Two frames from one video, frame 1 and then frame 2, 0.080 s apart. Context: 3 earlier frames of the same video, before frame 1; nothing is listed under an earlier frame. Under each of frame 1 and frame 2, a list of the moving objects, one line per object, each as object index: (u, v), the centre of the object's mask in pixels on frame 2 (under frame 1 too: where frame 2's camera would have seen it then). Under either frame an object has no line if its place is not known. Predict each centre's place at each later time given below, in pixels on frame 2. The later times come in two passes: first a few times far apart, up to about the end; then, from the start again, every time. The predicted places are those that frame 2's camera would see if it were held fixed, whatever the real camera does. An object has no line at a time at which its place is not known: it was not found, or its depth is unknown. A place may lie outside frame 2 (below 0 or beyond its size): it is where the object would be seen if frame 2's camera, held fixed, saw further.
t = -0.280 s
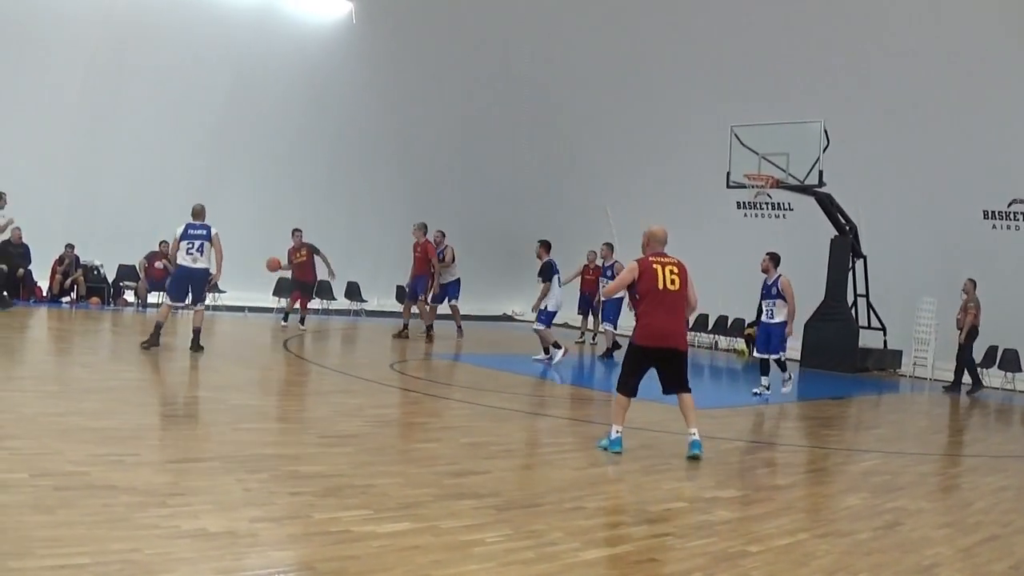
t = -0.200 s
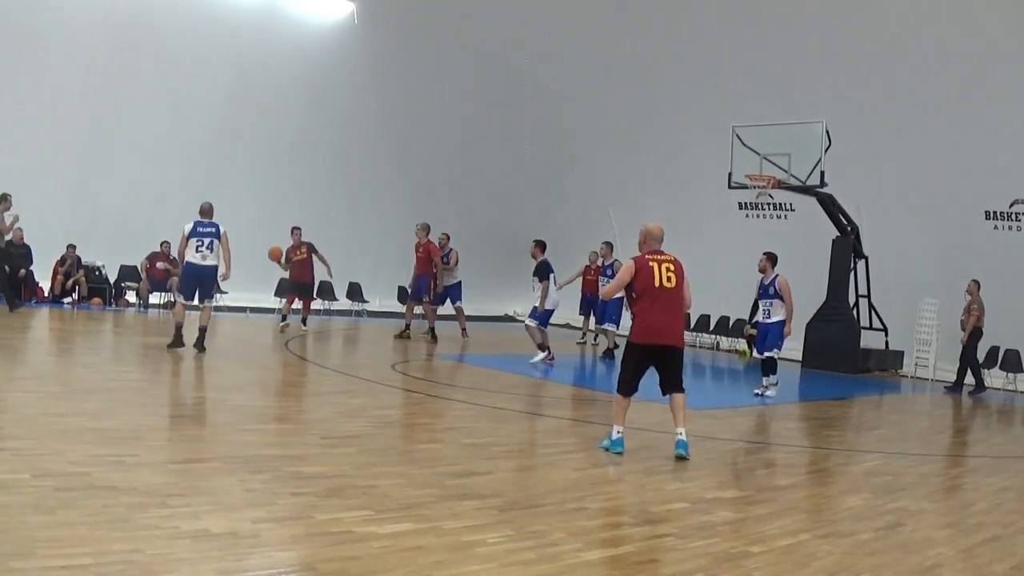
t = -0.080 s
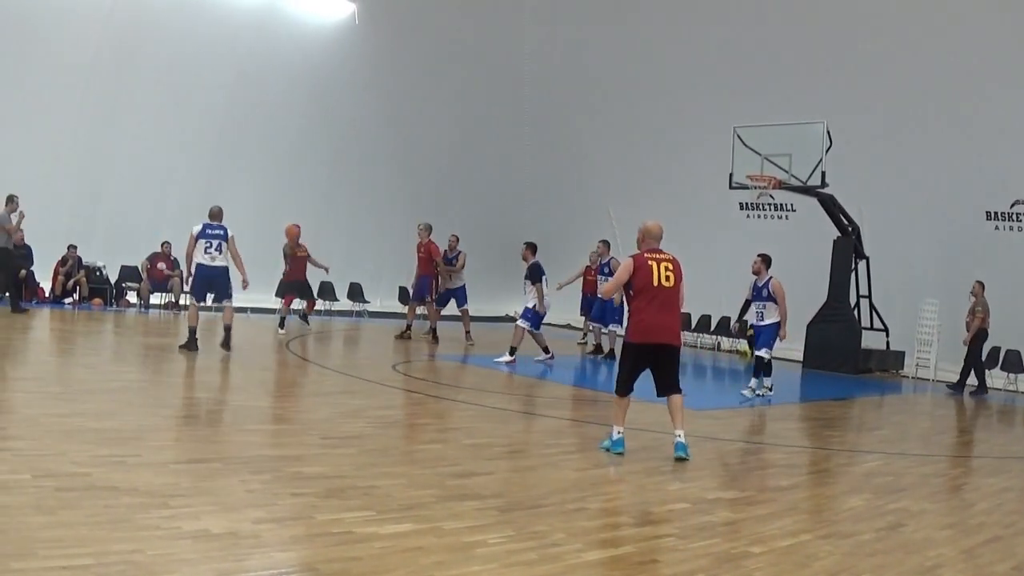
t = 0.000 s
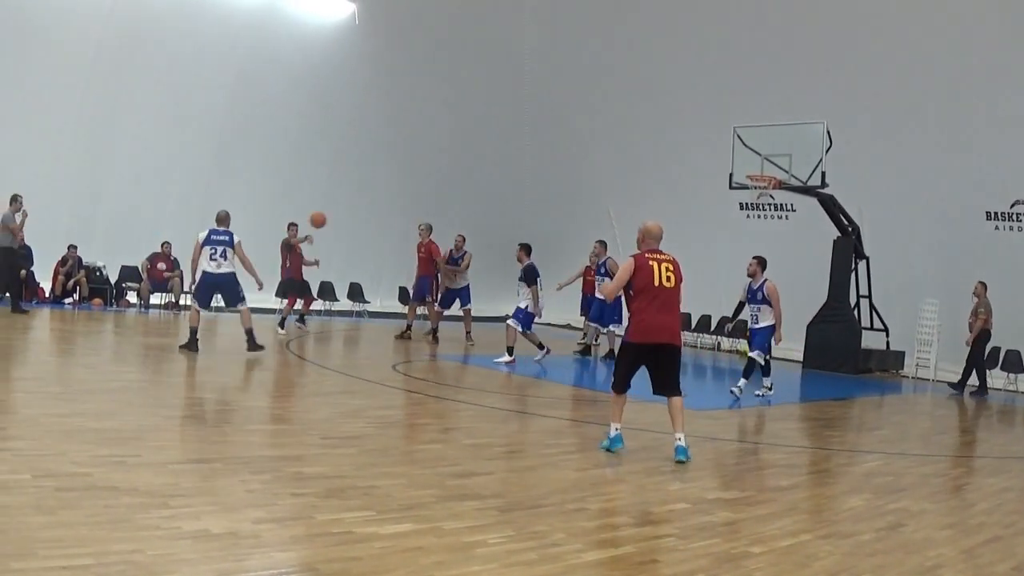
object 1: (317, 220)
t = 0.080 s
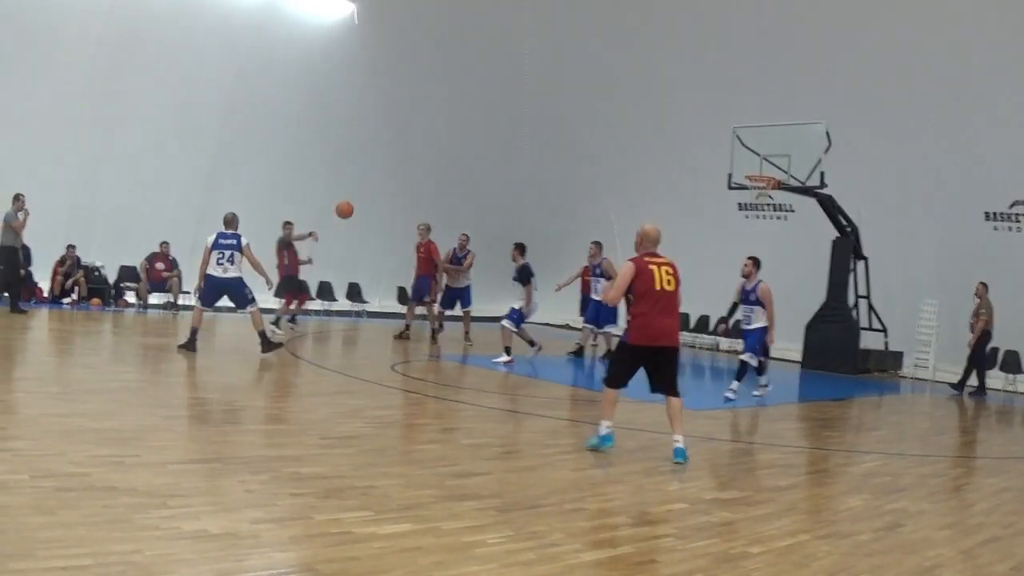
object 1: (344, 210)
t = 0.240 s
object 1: (406, 199)
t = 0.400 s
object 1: (483, 206)
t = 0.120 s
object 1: (359, 206)
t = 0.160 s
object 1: (374, 202)
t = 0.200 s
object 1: (389, 201)
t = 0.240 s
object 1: (406, 199)
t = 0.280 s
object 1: (423, 199)
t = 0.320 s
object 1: (441, 200)
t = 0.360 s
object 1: (462, 203)
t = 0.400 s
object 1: (483, 206)
